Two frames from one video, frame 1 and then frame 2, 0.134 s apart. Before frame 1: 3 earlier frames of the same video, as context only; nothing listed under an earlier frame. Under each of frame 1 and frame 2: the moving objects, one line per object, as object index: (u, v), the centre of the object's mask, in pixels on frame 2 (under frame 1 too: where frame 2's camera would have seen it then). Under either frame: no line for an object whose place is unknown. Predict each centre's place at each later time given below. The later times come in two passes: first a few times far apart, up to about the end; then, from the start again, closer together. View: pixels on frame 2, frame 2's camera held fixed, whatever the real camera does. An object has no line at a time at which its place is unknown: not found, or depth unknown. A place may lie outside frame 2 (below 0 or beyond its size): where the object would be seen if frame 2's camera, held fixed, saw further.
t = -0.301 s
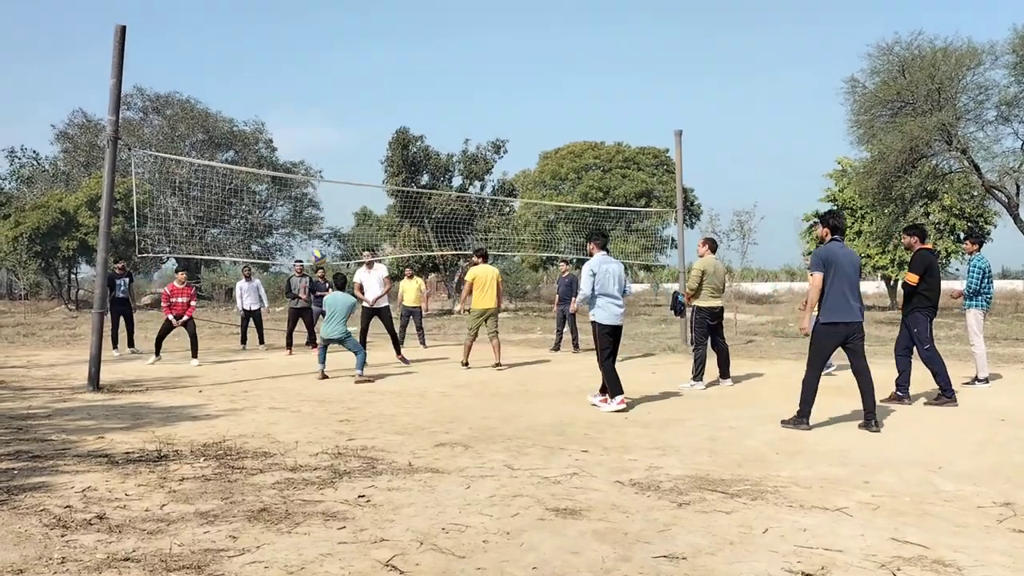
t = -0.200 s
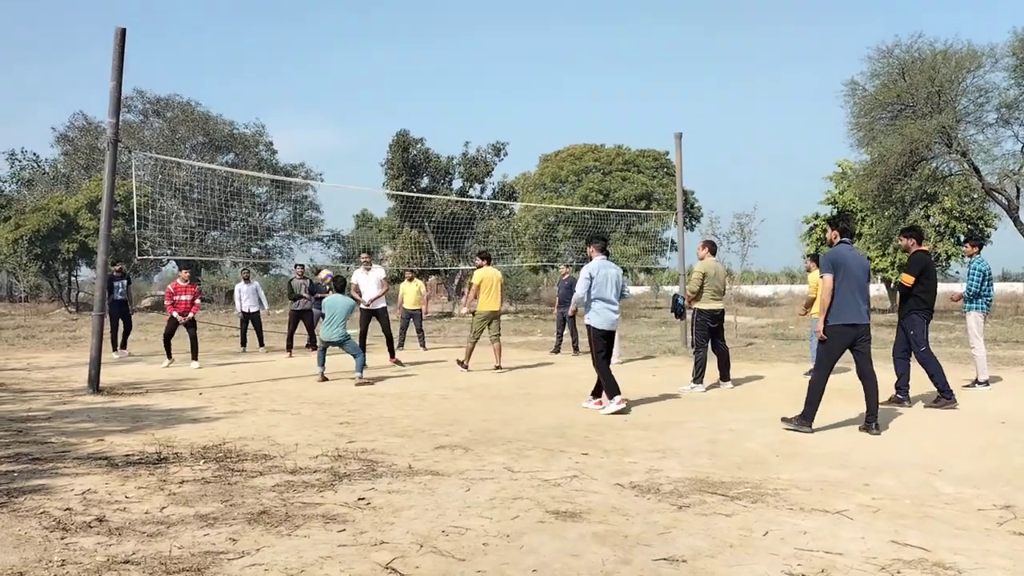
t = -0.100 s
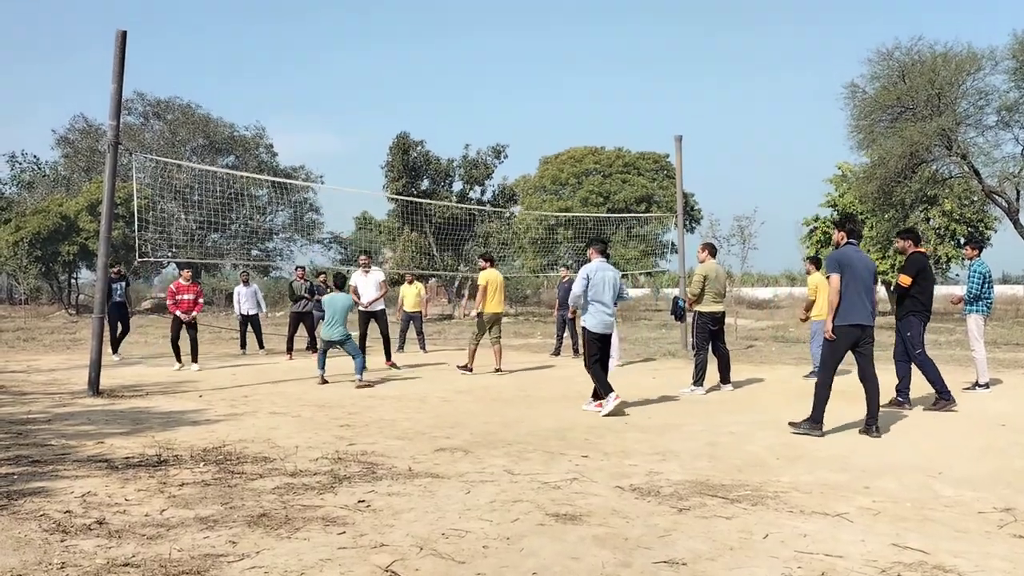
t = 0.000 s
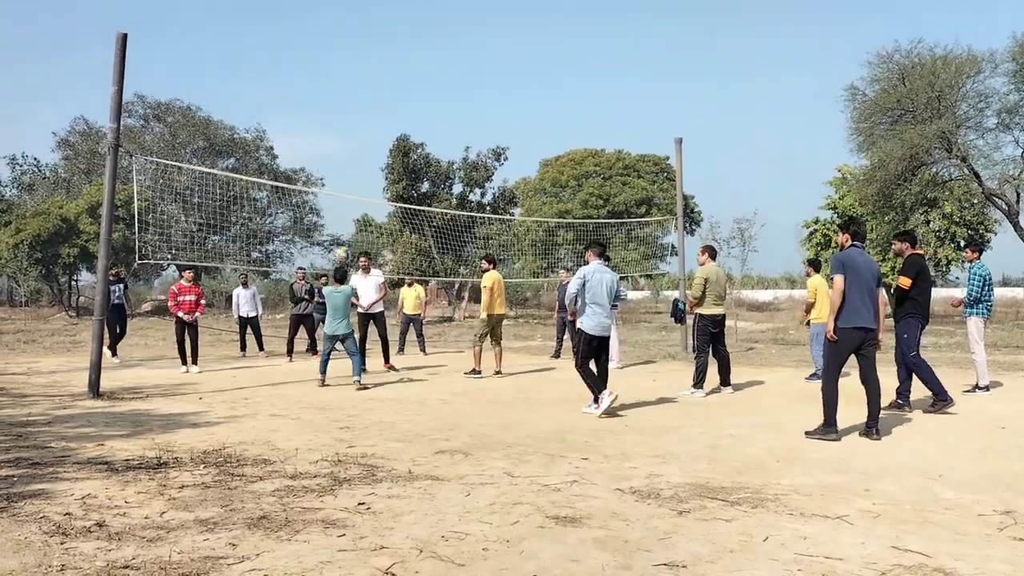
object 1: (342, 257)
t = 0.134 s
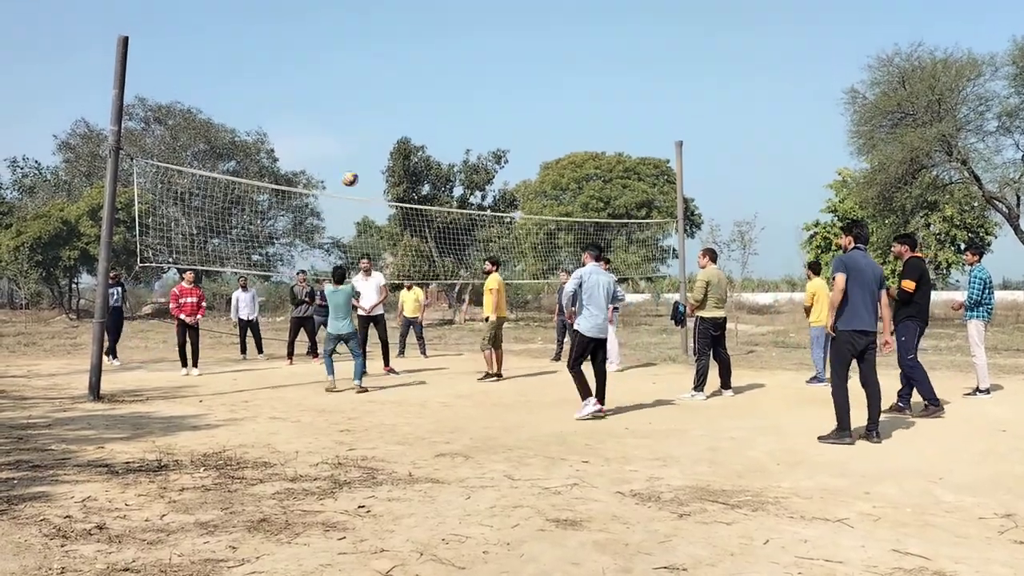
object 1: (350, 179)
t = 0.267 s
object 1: (356, 113)
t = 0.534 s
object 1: (366, 24)
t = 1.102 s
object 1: (391, 13)
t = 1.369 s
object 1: (401, 88)
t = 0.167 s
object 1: (351, 161)
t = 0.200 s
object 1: (353, 144)
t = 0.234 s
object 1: (354, 128)
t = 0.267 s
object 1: (356, 113)
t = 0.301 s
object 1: (357, 99)
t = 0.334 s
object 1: (358, 86)
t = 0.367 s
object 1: (360, 73)
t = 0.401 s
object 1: (361, 62)
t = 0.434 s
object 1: (362, 51)
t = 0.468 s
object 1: (364, 41)
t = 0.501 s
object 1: (365, 32)
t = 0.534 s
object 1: (366, 24)
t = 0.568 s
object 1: (368, 16)
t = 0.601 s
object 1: (369, 10)
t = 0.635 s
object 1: (371, 4)
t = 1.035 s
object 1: (387, 1)
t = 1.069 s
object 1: (389, 7)
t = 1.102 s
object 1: (391, 13)
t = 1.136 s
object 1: (391, 19)
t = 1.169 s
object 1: (393, 27)
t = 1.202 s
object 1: (394, 35)
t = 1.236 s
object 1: (396, 44)
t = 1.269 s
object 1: (397, 54)
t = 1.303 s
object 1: (399, 65)
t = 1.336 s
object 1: (400, 76)
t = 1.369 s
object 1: (401, 88)
